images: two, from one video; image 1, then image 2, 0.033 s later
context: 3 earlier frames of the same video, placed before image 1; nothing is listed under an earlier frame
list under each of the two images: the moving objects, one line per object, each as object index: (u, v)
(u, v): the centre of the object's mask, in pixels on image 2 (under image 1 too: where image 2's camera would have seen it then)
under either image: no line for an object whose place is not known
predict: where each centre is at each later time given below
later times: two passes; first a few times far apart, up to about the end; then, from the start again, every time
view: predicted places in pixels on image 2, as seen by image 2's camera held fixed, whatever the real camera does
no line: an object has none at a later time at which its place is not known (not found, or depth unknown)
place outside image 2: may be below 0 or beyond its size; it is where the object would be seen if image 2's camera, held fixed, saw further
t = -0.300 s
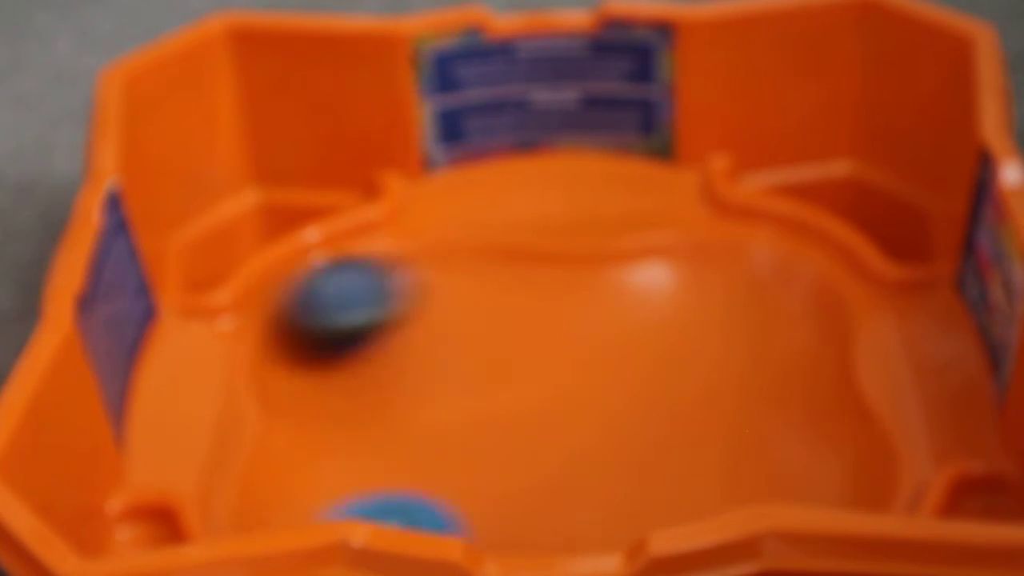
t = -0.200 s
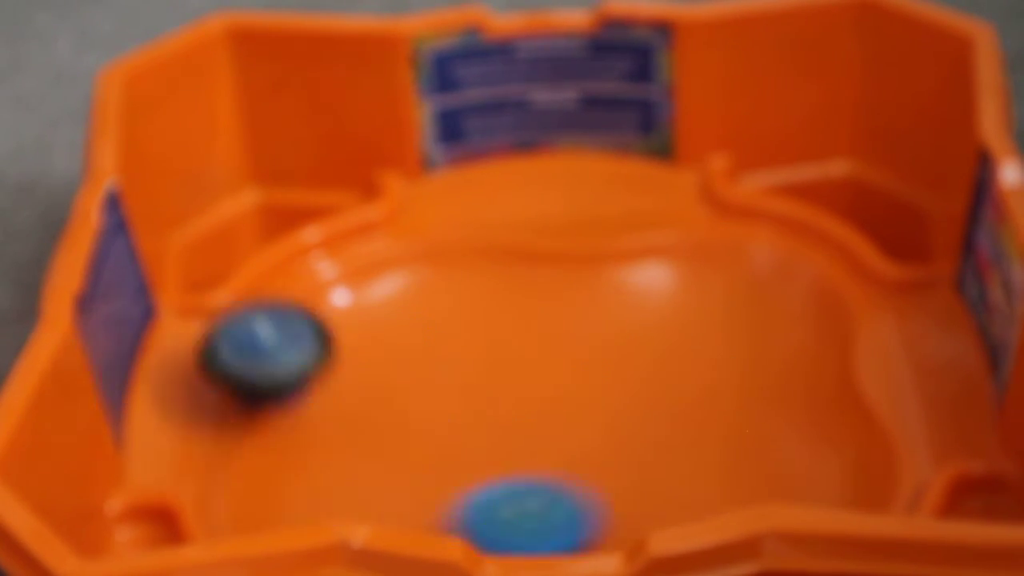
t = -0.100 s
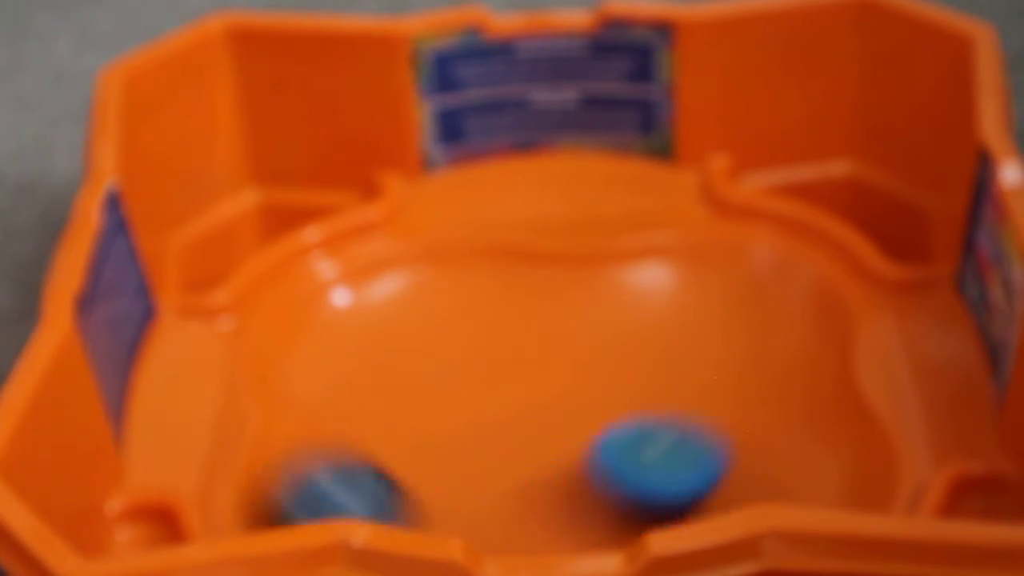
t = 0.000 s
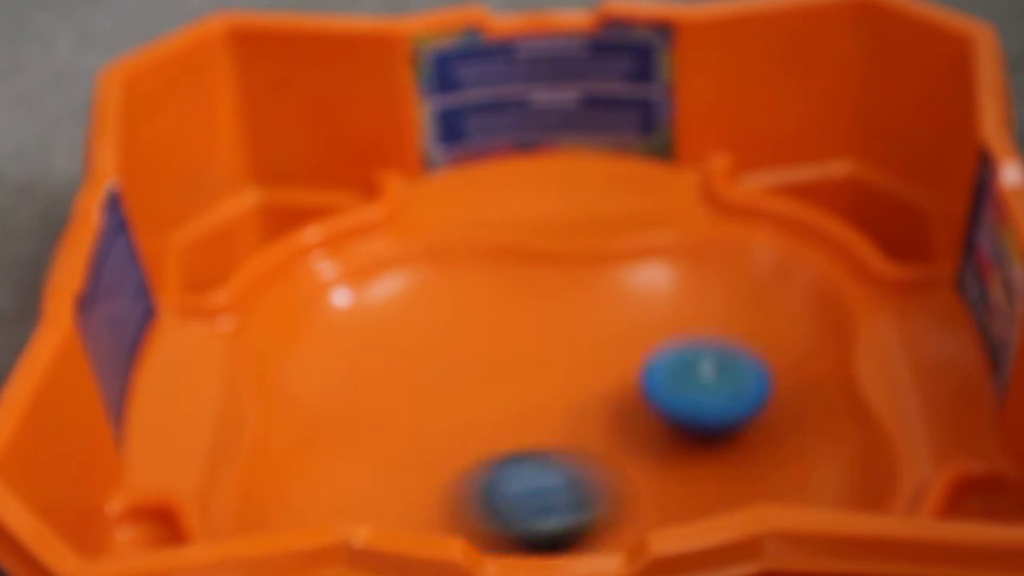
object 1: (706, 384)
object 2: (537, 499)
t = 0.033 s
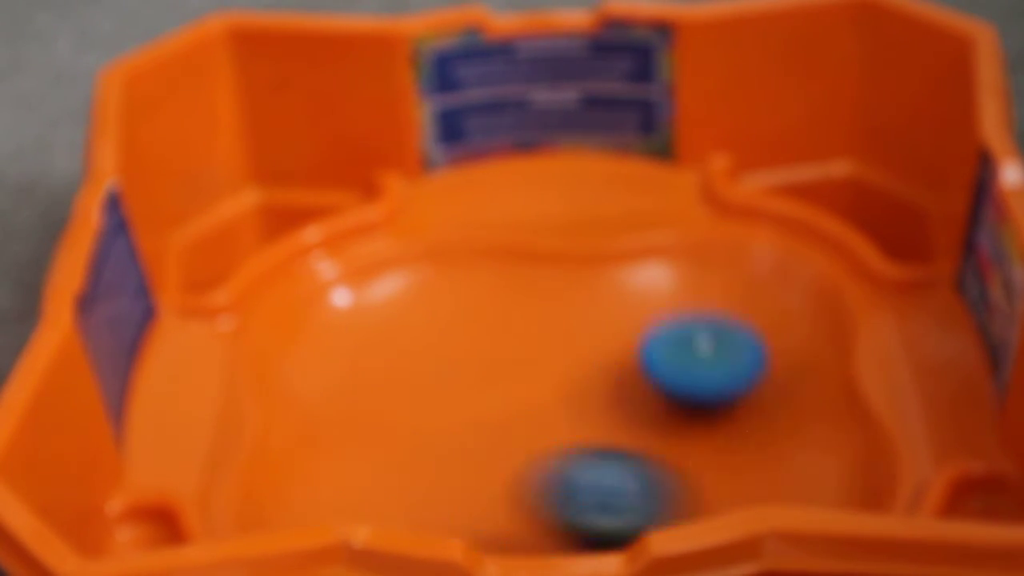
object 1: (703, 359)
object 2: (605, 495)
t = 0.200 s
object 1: (577, 270)
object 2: (846, 356)
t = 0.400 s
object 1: (354, 343)
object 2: (619, 265)
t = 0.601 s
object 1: (354, 508)
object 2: (392, 340)
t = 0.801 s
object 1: (796, 482)
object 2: (376, 469)
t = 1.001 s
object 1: (716, 282)
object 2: (569, 518)
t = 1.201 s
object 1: (457, 260)
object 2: (765, 409)
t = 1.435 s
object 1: (363, 449)
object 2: (608, 259)
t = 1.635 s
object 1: (594, 502)
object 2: (381, 387)
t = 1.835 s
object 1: (773, 415)
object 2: (435, 516)
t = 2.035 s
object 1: (719, 276)
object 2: (667, 476)
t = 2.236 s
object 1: (503, 348)
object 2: (709, 334)
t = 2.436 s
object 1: (461, 465)
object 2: (540, 303)
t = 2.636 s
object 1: (585, 512)
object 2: (395, 407)
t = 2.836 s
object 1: (753, 471)
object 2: (483, 505)
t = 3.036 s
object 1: (686, 379)
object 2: (722, 477)
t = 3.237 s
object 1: (541, 335)
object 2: (734, 357)
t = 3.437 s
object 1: (389, 347)
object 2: (574, 308)
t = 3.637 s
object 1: (324, 457)
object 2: (441, 374)
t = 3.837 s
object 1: (482, 515)
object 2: (486, 449)
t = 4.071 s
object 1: (706, 485)
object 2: (648, 416)
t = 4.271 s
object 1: (673, 449)
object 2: (703, 342)
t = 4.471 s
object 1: (564, 417)
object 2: (636, 319)
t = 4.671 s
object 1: (280, 479)
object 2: (724, 284)
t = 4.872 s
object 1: (469, 520)
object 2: (723, 303)
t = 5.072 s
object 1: (557, 388)
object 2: (731, 365)
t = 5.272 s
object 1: (488, 256)
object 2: (719, 416)
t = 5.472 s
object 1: (381, 318)
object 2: (631, 504)
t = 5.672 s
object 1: (494, 405)
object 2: (675, 512)
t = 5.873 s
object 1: (576, 427)
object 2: (725, 484)
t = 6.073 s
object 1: (553, 402)
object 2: (667, 457)
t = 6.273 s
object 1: (450, 330)
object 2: (645, 467)
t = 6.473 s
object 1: (373, 305)
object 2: (605, 461)
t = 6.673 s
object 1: (402, 360)
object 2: (567, 439)
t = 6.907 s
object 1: (442, 363)
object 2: (612, 444)
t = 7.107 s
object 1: (482, 364)
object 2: (651, 447)
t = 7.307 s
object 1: (533, 382)
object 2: (654, 443)
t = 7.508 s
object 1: (520, 365)
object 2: (663, 474)
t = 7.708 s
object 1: (497, 373)
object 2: (651, 490)
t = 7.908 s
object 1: (506, 410)
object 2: (629, 478)
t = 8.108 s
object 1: (490, 403)
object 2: (668, 474)
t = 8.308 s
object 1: (488, 389)
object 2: (682, 458)
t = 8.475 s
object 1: (508, 387)
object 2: (658, 435)
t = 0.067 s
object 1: (692, 334)
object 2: (664, 497)
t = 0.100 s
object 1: (673, 311)
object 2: (744, 485)
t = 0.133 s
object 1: (646, 289)
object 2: (811, 465)
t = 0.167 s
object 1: (614, 275)
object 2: (841, 415)
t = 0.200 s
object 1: (577, 270)
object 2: (846, 356)
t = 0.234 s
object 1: (539, 277)
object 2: (837, 314)
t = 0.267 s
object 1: (496, 291)
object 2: (823, 292)
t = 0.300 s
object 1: (449, 306)
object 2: (803, 275)
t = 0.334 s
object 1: (406, 316)
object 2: (763, 256)
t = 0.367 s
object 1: (374, 327)
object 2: (691, 252)
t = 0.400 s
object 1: (354, 343)
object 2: (619, 265)
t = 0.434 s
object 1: (348, 361)
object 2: (542, 295)
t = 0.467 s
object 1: (354, 384)
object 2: (467, 327)
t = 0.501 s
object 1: (316, 425)
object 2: (434, 331)
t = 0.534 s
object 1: (275, 478)
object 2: (419, 330)
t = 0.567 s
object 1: (290, 500)
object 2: (406, 332)
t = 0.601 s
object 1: (354, 508)
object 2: (392, 340)
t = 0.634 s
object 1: (455, 518)
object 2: (378, 351)
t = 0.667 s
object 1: (529, 523)
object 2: (367, 367)
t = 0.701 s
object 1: (594, 529)
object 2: (360, 387)
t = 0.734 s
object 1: (679, 515)
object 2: (360, 410)
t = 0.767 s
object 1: (753, 491)
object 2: (366, 437)
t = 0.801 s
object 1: (796, 482)
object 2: (376, 469)
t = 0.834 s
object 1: (825, 477)
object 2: (394, 491)
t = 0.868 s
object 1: (830, 459)
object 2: (421, 506)
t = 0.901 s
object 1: (808, 413)
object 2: (455, 516)
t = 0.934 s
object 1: (779, 368)
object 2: (491, 519)
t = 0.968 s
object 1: (746, 325)
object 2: (526, 520)
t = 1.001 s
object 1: (716, 282)
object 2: (569, 518)
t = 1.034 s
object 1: (674, 239)
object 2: (615, 509)
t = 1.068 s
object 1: (636, 213)
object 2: (666, 493)
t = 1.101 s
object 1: (594, 205)
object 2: (711, 476)
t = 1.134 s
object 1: (551, 208)
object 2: (742, 459)
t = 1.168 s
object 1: (505, 227)
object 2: (759, 436)
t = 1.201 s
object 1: (457, 260)
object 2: (765, 409)
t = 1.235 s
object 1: (404, 287)
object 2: (762, 383)
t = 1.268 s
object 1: (358, 310)
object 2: (751, 360)
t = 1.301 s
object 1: (325, 331)
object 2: (735, 334)
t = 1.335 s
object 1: (313, 352)
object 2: (711, 307)
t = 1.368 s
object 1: (319, 376)
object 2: (679, 283)
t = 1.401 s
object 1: (339, 411)
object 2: (644, 264)
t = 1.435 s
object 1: (363, 449)
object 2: (608, 259)
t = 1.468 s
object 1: (393, 478)
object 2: (573, 272)
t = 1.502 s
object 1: (426, 494)
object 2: (531, 297)
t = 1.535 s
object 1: (464, 504)
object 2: (484, 323)
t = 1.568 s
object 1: (503, 508)
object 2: (438, 348)
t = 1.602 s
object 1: (546, 507)
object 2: (405, 366)
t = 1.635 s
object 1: (594, 502)
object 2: (381, 387)
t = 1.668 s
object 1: (638, 494)
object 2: (366, 410)
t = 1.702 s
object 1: (679, 484)
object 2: (358, 437)
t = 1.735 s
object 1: (715, 472)
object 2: (359, 468)
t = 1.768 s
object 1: (743, 459)
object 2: (372, 491)
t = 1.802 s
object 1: (764, 439)
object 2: (398, 506)
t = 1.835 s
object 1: (773, 415)
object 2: (435, 516)
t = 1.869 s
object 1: (775, 387)
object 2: (470, 516)
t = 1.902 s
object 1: (772, 362)
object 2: (501, 516)
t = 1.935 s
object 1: (765, 337)
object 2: (537, 520)
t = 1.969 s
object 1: (755, 312)
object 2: (579, 512)
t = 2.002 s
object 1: (741, 290)
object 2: (627, 495)
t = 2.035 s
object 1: (719, 276)
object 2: (667, 476)
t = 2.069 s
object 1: (686, 272)
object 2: (698, 455)
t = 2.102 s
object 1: (647, 279)
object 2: (717, 430)
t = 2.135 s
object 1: (603, 296)
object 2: (724, 406)
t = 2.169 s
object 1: (563, 313)
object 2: (725, 382)
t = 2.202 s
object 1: (530, 330)
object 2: (719, 358)
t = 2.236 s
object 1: (503, 348)
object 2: (709, 334)
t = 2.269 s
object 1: (483, 365)
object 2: (693, 311)
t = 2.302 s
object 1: (471, 383)
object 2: (668, 292)
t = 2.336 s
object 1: (465, 402)
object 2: (641, 278)
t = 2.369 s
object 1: (462, 422)
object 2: (611, 276)
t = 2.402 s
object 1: (460, 445)
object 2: (576, 285)
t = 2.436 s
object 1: (461, 465)
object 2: (540, 303)
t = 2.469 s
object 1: (466, 482)
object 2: (499, 323)
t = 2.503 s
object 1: (478, 494)
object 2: (460, 341)
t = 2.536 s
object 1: (495, 503)
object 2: (430, 355)
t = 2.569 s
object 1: (519, 508)
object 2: (407, 371)
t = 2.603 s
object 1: (550, 512)
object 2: (397, 388)
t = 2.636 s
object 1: (585, 512)
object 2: (395, 407)
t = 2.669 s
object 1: (619, 511)
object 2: (399, 428)
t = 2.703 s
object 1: (651, 507)
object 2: (406, 452)
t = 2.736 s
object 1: (685, 501)
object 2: (413, 473)
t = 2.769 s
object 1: (718, 492)
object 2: (429, 486)
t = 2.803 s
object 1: (741, 483)
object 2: (453, 497)
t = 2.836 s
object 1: (753, 471)
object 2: (483, 505)
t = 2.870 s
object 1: (755, 460)
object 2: (517, 508)
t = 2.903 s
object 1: (747, 443)
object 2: (558, 508)
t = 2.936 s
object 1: (734, 425)
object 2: (604, 504)
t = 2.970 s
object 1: (719, 408)
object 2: (648, 497)
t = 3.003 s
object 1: (702, 392)
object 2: (688, 488)
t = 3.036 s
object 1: (686, 379)
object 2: (722, 477)
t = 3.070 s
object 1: (668, 367)
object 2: (748, 464)
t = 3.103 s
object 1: (648, 356)
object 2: (761, 449)
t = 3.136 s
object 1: (626, 348)
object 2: (764, 426)
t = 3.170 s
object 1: (599, 342)
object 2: (757, 403)
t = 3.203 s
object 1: (570, 338)
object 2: (746, 379)
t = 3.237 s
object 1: (541, 335)
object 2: (734, 357)
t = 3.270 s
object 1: (511, 333)
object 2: (721, 336)
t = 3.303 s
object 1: (483, 330)
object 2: (702, 319)
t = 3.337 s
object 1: (456, 331)
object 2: (676, 307)
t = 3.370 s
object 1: (430, 334)
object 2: (647, 299)
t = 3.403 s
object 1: (407, 340)
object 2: (614, 300)
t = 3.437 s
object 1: (389, 347)
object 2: (574, 308)
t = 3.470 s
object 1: (375, 356)
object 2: (532, 321)
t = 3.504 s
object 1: (366, 367)
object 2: (492, 332)
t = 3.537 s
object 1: (350, 382)
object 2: (469, 341)
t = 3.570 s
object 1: (335, 401)
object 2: (456, 349)
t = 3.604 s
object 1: (326, 426)
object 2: (446, 361)
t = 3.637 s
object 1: (324, 457)
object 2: (441, 374)
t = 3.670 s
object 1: (326, 481)
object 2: (438, 390)
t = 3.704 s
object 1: (335, 495)
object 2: (441, 407)
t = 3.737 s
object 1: (364, 505)
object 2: (448, 424)
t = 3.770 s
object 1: (406, 510)
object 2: (456, 441)
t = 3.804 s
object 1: (450, 514)
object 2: (466, 451)
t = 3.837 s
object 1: (482, 515)
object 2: (486, 449)
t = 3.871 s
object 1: (516, 518)
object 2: (510, 448)
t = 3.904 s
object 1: (552, 519)
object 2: (537, 447)
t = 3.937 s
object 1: (594, 515)
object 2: (563, 444)
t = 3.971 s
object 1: (629, 509)
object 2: (588, 439)
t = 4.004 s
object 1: (662, 501)
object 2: (613, 432)
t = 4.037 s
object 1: (688, 492)
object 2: (632, 425)
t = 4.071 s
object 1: (706, 485)
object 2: (648, 416)
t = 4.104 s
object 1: (712, 479)
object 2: (661, 405)
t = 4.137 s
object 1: (712, 473)
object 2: (674, 392)
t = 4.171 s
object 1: (708, 467)
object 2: (685, 379)
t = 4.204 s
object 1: (699, 462)
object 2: (694, 365)
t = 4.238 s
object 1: (687, 456)
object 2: (700, 353)
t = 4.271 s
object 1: (673, 449)
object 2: (703, 342)
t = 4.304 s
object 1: (656, 443)
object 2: (701, 330)
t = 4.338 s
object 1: (639, 437)
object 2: (695, 321)
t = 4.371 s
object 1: (622, 431)
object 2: (683, 314)
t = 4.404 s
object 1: (602, 426)
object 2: (667, 312)
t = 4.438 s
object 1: (583, 421)
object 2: (653, 313)
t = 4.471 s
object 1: (564, 417)
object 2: (636, 319)
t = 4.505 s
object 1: (546, 412)
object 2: (618, 328)
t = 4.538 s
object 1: (497, 423)
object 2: (620, 329)
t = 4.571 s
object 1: (425, 440)
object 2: (654, 310)
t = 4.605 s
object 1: (360, 458)
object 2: (685, 299)
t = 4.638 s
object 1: (310, 471)
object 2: (708, 290)
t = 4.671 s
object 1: (280, 479)
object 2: (724, 284)
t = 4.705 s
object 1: (273, 488)
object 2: (735, 280)
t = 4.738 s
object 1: (285, 499)
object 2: (739, 279)
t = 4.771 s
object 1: (313, 505)
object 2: (738, 281)
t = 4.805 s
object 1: (359, 511)
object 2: (734, 287)
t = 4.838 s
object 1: (423, 518)
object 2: (728, 294)
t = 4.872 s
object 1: (469, 520)
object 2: (723, 303)
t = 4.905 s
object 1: (503, 513)
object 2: (720, 313)
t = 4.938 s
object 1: (530, 494)
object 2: (719, 325)
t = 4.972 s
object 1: (547, 466)
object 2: (720, 336)
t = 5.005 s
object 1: (557, 439)
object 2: (723, 347)
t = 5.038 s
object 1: (560, 413)
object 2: (727, 357)
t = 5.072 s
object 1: (557, 388)
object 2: (731, 365)
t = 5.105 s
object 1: (551, 362)
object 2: (736, 372)
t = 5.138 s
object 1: (545, 337)
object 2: (740, 379)
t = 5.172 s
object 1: (537, 313)
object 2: (740, 386)
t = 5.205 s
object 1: (525, 288)
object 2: (736, 394)
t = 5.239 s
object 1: (509, 269)
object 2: (730, 404)
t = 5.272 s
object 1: (488, 256)
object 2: (719, 416)
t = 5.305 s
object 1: (464, 252)
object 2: (706, 430)
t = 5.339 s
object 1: (438, 256)
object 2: (690, 447)
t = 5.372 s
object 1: (414, 268)
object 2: (673, 465)
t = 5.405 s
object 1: (393, 284)
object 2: (656, 479)
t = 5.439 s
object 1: (382, 301)
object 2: (642, 493)
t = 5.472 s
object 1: (381, 318)
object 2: (631, 504)
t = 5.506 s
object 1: (390, 336)
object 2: (624, 512)
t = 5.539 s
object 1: (406, 349)
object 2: (625, 517)
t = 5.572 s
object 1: (426, 362)
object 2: (630, 519)
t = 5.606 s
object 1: (448, 376)
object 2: (640, 519)
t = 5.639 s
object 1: (470, 390)
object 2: (656, 517)
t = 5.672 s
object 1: (494, 405)
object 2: (675, 512)
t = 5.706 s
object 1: (519, 420)
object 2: (692, 505)
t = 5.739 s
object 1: (544, 434)
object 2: (703, 498)
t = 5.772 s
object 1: (570, 447)
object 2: (703, 491)
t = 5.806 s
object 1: (585, 449)
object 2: (708, 486)
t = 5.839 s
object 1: (579, 437)
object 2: (722, 486)
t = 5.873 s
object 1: (576, 427)
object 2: (725, 484)
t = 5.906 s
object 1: (576, 420)
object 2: (723, 481)
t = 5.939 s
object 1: (574, 415)
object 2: (718, 477)
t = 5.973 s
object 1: (569, 411)
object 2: (709, 473)
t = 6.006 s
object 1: (566, 409)
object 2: (696, 469)
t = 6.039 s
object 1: (561, 406)
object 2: (681, 463)
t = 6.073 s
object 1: (553, 402)
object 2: (667, 457)
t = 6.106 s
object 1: (530, 388)
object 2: (668, 461)
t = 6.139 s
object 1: (511, 374)
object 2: (666, 463)
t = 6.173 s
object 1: (495, 363)
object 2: (662, 464)
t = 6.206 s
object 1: (478, 352)
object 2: (657, 466)
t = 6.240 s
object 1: (464, 341)
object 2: (651, 467)
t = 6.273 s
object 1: (450, 330)
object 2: (645, 467)
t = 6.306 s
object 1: (436, 320)
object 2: (639, 467)
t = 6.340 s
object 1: (423, 311)
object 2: (632, 466)
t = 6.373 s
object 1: (410, 305)
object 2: (626, 465)
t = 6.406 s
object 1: (397, 300)
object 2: (619, 465)
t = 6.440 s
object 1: (383, 301)
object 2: (612, 463)
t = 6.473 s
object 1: (373, 305)
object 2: (605, 461)
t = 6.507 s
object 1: (367, 310)
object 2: (598, 459)
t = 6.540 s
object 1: (364, 319)
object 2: (591, 456)
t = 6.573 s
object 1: (367, 332)
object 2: (585, 453)
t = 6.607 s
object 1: (377, 343)
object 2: (579, 449)
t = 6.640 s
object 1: (388, 351)
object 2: (573, 444)
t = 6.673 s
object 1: (402, 360)
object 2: (567, 439)
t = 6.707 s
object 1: (419, 369)
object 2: (560, 433)
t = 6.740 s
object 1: (435, 378)
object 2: (556, 429)
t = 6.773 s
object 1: (439, 375)
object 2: (567, 432)
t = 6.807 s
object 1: (437, 371)
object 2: (582, 438)
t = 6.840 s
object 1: (437, 367)
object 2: (593, 441)
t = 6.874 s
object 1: (439, 365)
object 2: (603, 443)
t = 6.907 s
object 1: (442, 363)
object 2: (612, 444)
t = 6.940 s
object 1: (446, 362)
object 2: (621, 446)
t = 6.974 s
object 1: (451, 362)
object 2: (629, 446)
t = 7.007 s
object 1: (458, 362)
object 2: (636, 447)
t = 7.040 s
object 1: (465, 362)
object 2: (641, 447)
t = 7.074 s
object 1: (474, 363)
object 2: (647, 447)
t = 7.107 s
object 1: (482, 364)
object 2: (651, 447)
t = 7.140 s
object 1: (490, 366)
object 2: (654, 447)
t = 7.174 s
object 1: (499, 368)
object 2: (656, 446)
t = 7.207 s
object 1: (507, 371)
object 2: (657, 446)
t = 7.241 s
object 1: (516, 374)
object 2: (658, 444)
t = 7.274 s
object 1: (525, 378)
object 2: (656, 444)
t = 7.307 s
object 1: (533, 382)
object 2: (654, 443)
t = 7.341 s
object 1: (542, 386)
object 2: (652, 443)
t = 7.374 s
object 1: (539, 382)
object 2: (658, 452)
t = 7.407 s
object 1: (535, 375)
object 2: (661, 460)
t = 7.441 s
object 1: (529, 371)
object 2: (663, 465)
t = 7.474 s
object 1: (526, 367)
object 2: (663, 470)
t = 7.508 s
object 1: (520, 365)
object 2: (663, 474)
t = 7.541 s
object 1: (516, 365)
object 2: (662, 478)
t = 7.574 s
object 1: (512, 364)
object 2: (660, 481)
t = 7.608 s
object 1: (506, 364)
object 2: (658, 484)
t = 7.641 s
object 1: (503, 366)
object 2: (656, 486)
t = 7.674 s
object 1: (499, 368)
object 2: (653, 488)
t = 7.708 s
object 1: (497, 373)
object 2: (651, 490)
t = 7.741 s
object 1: (496, 377)
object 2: (647, 489)
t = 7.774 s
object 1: (495, 384)
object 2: (645, 489)
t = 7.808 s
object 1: (497, 390)
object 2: (642, 488)
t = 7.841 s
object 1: (498, 396)
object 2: (638, 486)
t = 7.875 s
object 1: (501, 404)
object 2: (634, 483)
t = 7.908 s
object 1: (506, 410)
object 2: (629, 478)
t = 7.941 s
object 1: (510, 417)
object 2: (626, 474)
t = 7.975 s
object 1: (508, 414)
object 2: (633, 474)
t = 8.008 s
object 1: (500, 410)
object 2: (644, 476)
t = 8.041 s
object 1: (498, 408)
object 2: (652, 476)
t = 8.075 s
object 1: (491, 405)
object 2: (660, 476)
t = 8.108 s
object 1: (490, 403)
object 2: (668, 474)
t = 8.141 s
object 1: (486, 399)
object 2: (673, 472)
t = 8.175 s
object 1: (485, 397)
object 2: (679, 470)
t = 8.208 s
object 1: (484, 394)
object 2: (681, 467)
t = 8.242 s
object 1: (485, 393)
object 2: (684, 465)
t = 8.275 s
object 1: (486, 391)
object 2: (684, 462)
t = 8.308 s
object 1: (488, 389)
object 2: (682, 458)
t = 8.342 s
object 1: (491, 389)
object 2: (680, 454)
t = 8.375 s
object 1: (493, 387)
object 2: (675, 449)
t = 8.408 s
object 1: (498, 387)
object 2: (671, 445)
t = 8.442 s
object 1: (502, 387)
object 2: (664, 440)
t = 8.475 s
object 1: (508, 387)
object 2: (658, 435)
